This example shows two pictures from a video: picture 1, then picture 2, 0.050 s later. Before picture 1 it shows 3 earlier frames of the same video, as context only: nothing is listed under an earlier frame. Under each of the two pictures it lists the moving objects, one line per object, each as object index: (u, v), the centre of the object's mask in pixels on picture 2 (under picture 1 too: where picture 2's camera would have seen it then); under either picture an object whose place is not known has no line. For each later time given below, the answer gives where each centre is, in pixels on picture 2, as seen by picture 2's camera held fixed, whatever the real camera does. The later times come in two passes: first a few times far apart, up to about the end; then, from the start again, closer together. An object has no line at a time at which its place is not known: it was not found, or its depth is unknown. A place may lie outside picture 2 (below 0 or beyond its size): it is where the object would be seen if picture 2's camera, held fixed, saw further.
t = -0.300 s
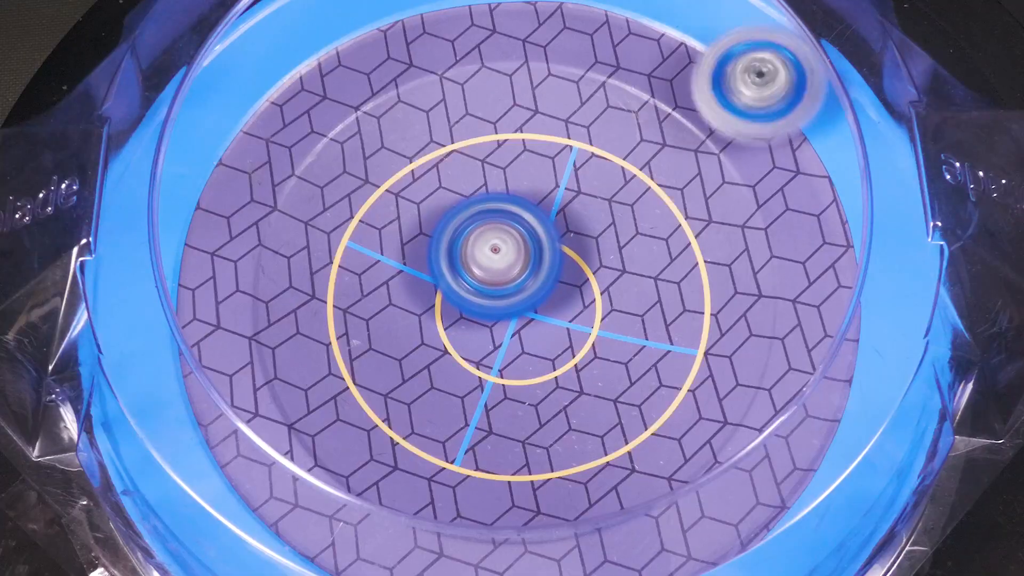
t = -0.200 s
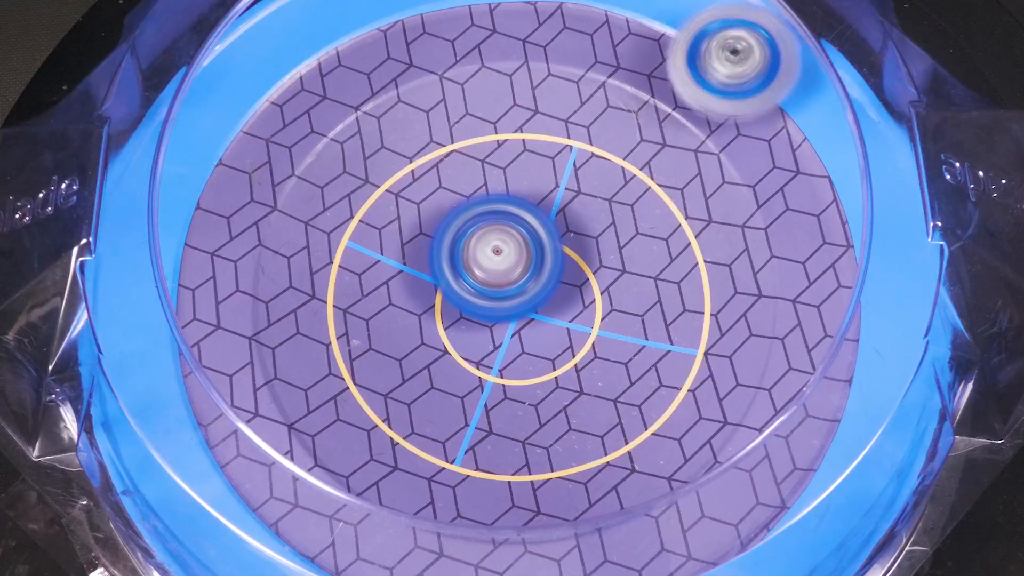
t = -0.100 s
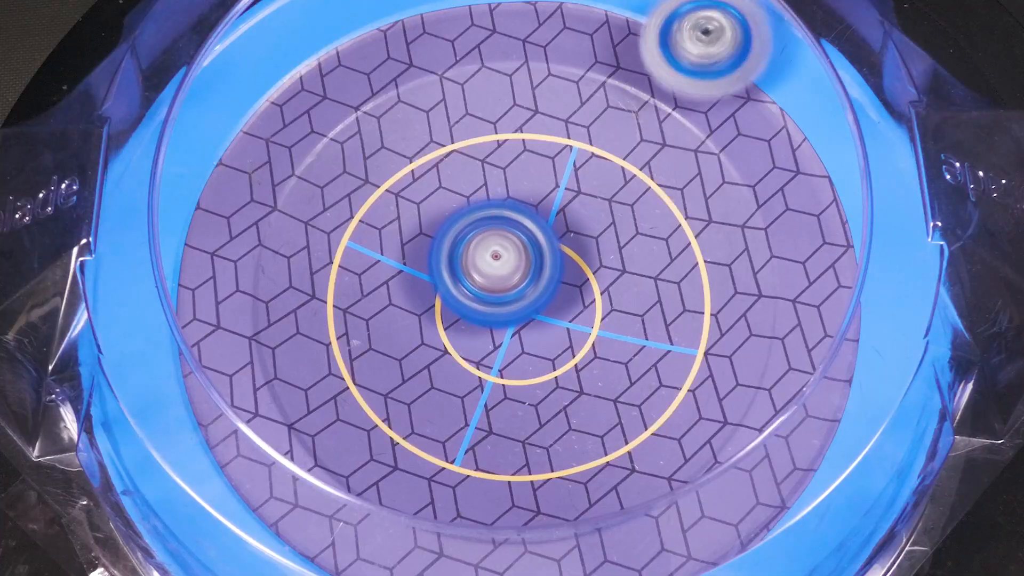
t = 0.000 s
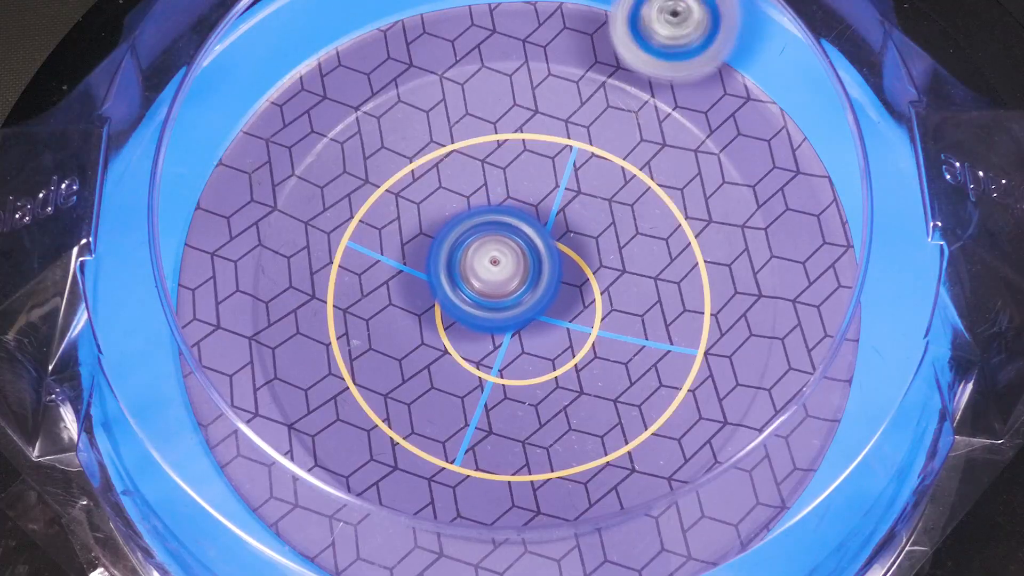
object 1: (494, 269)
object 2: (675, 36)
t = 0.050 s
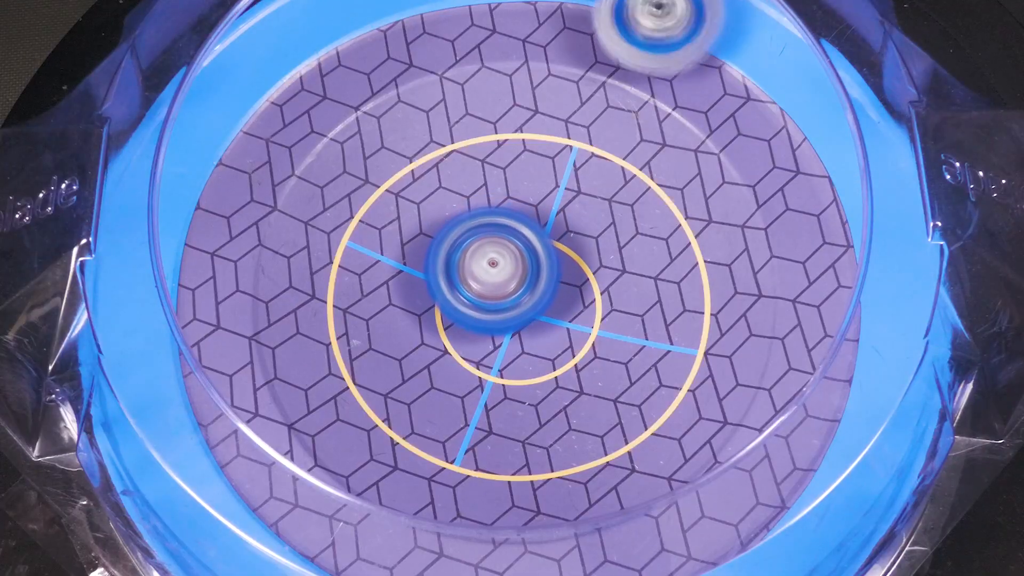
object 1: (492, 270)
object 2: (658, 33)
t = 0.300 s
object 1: (489, 274)
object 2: (581, 21)
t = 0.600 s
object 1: (488, 287)
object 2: (490, 19)
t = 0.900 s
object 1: (491, 294)
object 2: (407, 28)
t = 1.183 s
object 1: (500, 299)
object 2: (343, 45)
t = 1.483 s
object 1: (507, 306)
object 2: (304, 83)
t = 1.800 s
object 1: (516, 305)
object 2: (341, 138)
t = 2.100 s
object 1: (524, 326)
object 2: (556, 175)
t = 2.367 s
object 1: (510, 301)
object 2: (660, 286)
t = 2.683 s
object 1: (476, 227)
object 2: (630, 439)
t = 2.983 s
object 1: (538, 231)
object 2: (453, 338)
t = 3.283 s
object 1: (592, 242)
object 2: (427, 223)
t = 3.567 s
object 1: (624, 350)
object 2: (457, 109)
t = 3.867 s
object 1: (513, 359)
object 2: (567, 186)
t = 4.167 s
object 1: (399, 352)
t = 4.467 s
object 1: (399, 277)
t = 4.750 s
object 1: (416, 222)
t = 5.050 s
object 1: (384, 98)
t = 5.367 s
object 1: (457, 137)
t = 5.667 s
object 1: (494, 139)
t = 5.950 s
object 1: (537, 176)
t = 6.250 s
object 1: (565, 151)
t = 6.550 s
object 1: (567, 187)
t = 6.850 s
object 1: (546, 204)
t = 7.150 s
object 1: (528, 184)
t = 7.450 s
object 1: (493, 197)
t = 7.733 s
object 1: (479, 213)
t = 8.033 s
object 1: (371, 274)
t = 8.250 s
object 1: (370, 300)
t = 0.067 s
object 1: (492, 271)
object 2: (653, 31)
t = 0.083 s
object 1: (490, 271)
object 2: (647, 30)
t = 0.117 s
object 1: (489, 272)
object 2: (639, 29)
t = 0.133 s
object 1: (489, 272)
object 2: (633, 28)
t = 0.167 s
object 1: (488, 272)
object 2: (622, 26)
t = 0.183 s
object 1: (488, 272)
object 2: (616, 25)
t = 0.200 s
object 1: (488, 272)
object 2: (611, 24)
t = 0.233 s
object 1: (489, 272)
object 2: (600, 23)
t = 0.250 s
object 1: (489, 272)
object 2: (595, 22)
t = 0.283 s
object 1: (489, 273)
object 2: (585, 22)
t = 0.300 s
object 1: (489, 274)
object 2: (581, 21)
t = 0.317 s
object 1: (489, 274)
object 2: (574, 21)
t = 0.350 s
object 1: (490, 276)
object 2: (564, 20)
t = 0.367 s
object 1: (490, 276)
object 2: (559, 20)
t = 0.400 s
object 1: (490, 278)
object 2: (550, 20)
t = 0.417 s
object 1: (490, 279)
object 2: (545, 19)
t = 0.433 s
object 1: (490, 280)
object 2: (541, 19)
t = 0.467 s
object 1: (489, 282)
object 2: (530, 19)
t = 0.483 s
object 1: (489, 283)
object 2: (525, 19)
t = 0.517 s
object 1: (489, 284)
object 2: (513, 19)
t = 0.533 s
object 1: (488, 285)
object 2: (510, 19)
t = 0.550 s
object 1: (488, 285)
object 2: (504, 19)
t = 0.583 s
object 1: (488, 286)
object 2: (494, 19)
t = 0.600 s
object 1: (488, 287)
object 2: (490, 19)
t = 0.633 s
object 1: (488, 287)
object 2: (482, 19)
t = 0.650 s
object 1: (488, 288)
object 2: (477, 20)
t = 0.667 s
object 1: (488, 288)
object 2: (474, 20)
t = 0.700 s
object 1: (488, 289)
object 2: (464, 20)
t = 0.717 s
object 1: (488, 289)
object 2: (458, 21)
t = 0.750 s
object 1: (488, 290)
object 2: (451, 22)
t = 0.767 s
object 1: (489, 290)
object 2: (445, 22)
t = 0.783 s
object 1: (489, 290)
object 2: (439, 23)
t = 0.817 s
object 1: (489, 291)
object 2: (430, 25)
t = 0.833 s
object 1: (490, 292)
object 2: (426, 25)
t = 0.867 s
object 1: (490, 293)
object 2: (415, 27)
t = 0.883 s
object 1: (491, 293)
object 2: (411, 28)
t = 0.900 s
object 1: (491, 294)
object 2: (407, 28)
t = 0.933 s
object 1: (492, 294)
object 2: (397, 30)
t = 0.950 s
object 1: (492, 294)
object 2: (393, 31)
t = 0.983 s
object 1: (493, 295)
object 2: (384, 32)
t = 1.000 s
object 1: (494, 296)
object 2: (380, 32)
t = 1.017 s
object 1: (494, 296)
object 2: (377, 34)
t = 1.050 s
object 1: (495, 296)
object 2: (371, 35)
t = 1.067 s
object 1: (496, 297)
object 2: (366, 36)
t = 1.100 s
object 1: (497, 297)
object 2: (360, 39)
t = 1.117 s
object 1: (497, 298)
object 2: (357, 40)
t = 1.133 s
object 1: (498, 298)
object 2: (354, 40)
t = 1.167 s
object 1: (500, 299)
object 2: (346, 44)
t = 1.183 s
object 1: (500, 299)
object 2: (343, 45)
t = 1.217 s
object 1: (502, 301)
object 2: (336, 48)
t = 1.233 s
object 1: (502, 302)
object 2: (332, 49)
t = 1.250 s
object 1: (503, 302)
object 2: (329, 52)
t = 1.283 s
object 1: (504, 303)
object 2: (324, 55)
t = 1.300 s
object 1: (504, 304)
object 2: (321, 56)
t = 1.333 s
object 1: (505, 304)
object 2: (316, 62)
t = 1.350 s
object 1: (505, 304)
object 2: (315, 64)
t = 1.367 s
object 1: (505, 305)
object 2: (313, 66)
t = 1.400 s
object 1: (506, 306)
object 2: (310, 71)
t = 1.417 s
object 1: (506, 306)
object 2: (308, 74)
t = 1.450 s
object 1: (506, 306)
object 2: (306, 78)
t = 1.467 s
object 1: (506, 306)
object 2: (305, 80)
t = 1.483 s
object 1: (507, 306)
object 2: (304, 83)
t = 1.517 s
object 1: (507, 307)
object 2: (303, 89)
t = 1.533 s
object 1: (507, 307)
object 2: (302, 91)
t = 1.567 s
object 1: (508, 306)
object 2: (301, 98)
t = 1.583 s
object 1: (509, 306)
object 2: (300, 100)
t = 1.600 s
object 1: (509, 306)
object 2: (302, 103)
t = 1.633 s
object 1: (510, 306)
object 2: (302, 108)
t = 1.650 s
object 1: (511, 306)
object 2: (303, 112)
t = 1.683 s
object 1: (511, 306)
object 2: (306, 118)
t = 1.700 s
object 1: (512, 305)
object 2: (307, 121)
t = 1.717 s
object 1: (513, 305)
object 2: (309, 124)
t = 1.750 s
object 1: (515, 306)
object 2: (317, 131)
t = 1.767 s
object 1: (515, 305)
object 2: (324, 134)
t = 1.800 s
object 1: (516, 305)
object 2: (341, 138)
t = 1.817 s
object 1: (517, 305)
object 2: (351, 139)
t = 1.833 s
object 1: (518, 305)
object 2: (363, 140)
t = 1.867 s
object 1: (519, 305)
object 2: (388, 142)
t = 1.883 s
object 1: (519, 305)
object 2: (401, 141)
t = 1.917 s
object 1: (520, 305)
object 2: (429, 144)
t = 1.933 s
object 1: (520, 305)
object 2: (443, 148)
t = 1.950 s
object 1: (521, 305)
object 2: (456, 150)
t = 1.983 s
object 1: (521, 305)
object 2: (480, 157)
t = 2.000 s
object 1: (522, 305)
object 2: (495, 163)
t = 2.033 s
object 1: (523, 305)
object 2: (519, 174)
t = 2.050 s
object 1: (524, 306)
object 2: (530, 180)
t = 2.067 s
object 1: (525, 312)
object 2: (539, 178)
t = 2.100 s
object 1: (524, 326)
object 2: (556, 175)
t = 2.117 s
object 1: (522, 330)
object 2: (567, 175)
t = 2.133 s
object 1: (521, 331)
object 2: (576, 178)
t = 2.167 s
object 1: (517, 330)
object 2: (593, 185)
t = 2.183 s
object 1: (515, 329)
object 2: (601, 190)
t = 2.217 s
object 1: (512, 325)
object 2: (618, 206)
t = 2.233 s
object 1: (510, 322)
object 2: (626, 212)
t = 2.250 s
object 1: (509, 320)
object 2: (633, 220)
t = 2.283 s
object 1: (507, 314)
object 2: (644, 236)
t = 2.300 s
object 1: (507, 312)
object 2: (647, 245)
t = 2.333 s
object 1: (508, 306)
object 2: (655, 266)
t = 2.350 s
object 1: (509, 304)
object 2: (658, 275)
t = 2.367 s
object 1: (510, 301)
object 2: (660, 286)
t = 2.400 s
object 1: (513, 296)
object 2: (655, 306)
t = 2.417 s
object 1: (515, 294)
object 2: (652, 316)
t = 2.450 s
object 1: (511, 289)
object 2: (651, 336)
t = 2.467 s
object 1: (495, 283)
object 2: (666, 348)
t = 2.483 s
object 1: (481, 277)
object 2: (675, 358)
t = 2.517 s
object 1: (462, 268)
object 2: (685, 375)
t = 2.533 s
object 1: (457, 264)
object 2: (685, 384)
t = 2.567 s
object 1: (454, 255)
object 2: (682, 399)
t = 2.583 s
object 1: (455, 250)
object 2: (678, 406)
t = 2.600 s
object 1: (457, 246)
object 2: (672, 412)
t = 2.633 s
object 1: (464, 237)
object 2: (659, 423)
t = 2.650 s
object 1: (468, 234)
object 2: (650, 430)
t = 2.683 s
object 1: (476, 227)
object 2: (630, 439)
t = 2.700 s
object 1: (480, 224)
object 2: (619, 441)
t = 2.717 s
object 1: (485, 222)
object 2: (608, 442)
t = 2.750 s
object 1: (493, 219)
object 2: (584, 441)
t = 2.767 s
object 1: (498, 219)
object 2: (571, 439)
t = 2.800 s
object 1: (506, 218)
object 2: (549, 434)
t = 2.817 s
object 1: (509, 218)
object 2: (537, 427)
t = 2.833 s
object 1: (513, 219)
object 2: (526, 421)
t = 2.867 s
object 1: (520, 221)
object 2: (507, 408)
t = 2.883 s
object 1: (523, 223)
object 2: (496, 399)
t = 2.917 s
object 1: (528, 226)
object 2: (479, 378)
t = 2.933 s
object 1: (531, 229)
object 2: (473, 367)
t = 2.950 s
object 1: (533, 231)
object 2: (466, 357)
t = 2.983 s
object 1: (538, 231)
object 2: (453, 338)
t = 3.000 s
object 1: (546, 221)
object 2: (442, 340)
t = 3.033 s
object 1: (558, 202)
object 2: (425, 339)
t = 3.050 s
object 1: (564, 197)
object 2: (418, 336)
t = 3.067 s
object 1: (568, 195)
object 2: (414, 331)
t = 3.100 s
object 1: (575, 197)
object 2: (409, 318)
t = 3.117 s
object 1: (579, 199)
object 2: (407, 310)
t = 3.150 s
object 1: (585, 207)
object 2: (406, 293)
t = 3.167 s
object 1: (588, 211)
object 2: (406, 284)
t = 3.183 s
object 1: (591, 216)
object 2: (407, 275)
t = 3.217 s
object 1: (593, 225)
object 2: (411, 256)
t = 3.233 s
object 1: (594, 229)
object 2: (414, 247)
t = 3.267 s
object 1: (592, 238)
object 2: (422, 230)
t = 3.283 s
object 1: (592, 242)
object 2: (427, 223)
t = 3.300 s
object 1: (590, 246)
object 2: (432, 214)
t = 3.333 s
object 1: (587, 253)
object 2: (443, 201)
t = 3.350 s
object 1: (585, 256)
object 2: (450, 196)
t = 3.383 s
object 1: (581, 262)
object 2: (466, 186)
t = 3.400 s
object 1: (579, 265)
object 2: (474, 182)
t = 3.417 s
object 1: (594, 277)
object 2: (470, 170)
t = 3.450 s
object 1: (619, 301)
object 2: (456, 147)
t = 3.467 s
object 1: (628, 311)
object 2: (450, 138)
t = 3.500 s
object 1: (635, 327)
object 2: (446, 125)
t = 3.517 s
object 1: (635, 334)
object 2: (447, 119)
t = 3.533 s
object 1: (632, 340)
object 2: (449, 116)
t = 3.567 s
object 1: (624, 350)
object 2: (457, 109)
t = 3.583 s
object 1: (620, 354)
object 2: (462, 106)
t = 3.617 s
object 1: (608, 361)
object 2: (475, 101)
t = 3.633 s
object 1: (601, 364)
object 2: (483, 99)
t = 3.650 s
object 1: (594, 366)
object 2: (491, 98)
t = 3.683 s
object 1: (582, 369)
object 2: (507, 101)
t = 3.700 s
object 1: (575, 370)
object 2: (514, 104)
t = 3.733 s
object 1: (561, 371)
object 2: (529, 113)
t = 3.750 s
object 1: (555, 371)
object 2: (536, 119)
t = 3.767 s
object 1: (548, 370)
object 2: (542, 127)
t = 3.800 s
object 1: (535, 368)
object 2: (553, 145)
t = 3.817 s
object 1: (529, 366)
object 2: (557, 155)
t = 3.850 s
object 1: (518, 362)
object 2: (564, 176)
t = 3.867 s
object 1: (513, 359)
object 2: (567, 186)
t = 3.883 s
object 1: (509, 356)
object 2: (570, 197)
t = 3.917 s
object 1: (501, 350)
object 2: (574, 218)
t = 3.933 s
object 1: (497, 346)
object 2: (575, 229)
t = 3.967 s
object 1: (487, 346)
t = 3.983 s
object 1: (482, 345)
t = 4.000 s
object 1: (478, 344)
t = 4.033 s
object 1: (459, 350)
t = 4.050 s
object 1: (445, 358)
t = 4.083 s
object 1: (425, 365)
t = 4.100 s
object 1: (419, 366)
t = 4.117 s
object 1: (413, 363)
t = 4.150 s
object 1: (403, 356)
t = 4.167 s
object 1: (399, 352)
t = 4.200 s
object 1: (393, 342)
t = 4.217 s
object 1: (390, 338)
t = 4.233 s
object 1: (388, 333)
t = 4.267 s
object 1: (385, 323)
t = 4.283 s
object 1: (384, 319)
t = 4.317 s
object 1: (383, 310)
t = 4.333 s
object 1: (383, 306)
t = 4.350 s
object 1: (384, 301)
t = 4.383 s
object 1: (387, 294)
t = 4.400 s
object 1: (389, 290)
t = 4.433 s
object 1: (394, 283)
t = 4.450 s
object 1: (396, 280)
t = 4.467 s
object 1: (399, 277)
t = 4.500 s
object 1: (406, 272)
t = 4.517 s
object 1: (409, 270)
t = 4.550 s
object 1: (417, 266)
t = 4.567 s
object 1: (422, 264)
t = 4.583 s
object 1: (424, 262)
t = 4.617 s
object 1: (407, 247)
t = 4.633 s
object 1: (402, 242)
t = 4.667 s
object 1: (400, 234)
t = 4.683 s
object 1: (402, 231)
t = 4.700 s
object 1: (405, 228)
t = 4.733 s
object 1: (412, 224)
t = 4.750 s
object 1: (416, 222)
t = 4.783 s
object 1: (414, 214)
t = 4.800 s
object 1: (396, 195)
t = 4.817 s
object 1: (376, 177)
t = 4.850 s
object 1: (350, 149)
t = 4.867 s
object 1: (341, 138)
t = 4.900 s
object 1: (332, 122)
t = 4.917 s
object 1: (332, 117)
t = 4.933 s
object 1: (337, 112)
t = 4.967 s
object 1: (348, 104)
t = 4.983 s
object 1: (355, 103)
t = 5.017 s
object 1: (371, 99)
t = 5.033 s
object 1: (378, 99)
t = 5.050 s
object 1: (384, 98)
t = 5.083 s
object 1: (395, 99)
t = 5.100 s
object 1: (400, 99)
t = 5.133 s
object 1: (408, 102)
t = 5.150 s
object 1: (411, 103)
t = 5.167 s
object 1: (415, 104)
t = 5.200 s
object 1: (422, 108)
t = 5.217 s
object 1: (425, 110)
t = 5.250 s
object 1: (432, 115)
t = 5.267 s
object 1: (437, 118)
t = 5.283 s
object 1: (440, 120)
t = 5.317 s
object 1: (447, 127)
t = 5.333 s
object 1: (451, 130)
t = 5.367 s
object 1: (457, 137)
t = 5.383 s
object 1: (461, 140)
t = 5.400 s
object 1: (464, 145)
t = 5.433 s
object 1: (471, 153)
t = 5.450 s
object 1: (471, 148)
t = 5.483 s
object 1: (468, 127)
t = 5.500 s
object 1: (468, 119)
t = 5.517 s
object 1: (469, 116)
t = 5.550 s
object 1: (472, 116)
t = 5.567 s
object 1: (475, 119)
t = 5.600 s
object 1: (482, 125)
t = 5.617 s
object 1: (485, 128)
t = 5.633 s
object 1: (488, 131)
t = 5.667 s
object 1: (494, 139)
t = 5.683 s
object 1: (497, 142)
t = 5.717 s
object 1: (503, 150)
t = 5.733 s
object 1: (507, 154)
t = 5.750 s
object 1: (509, 158)
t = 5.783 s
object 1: (515, 167)
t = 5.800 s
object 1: (517, 172)
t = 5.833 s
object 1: (522, 182)
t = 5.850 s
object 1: (524, 184)
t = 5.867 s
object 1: (527, 179)
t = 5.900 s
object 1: (531, 172)
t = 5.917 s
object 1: (533, 171)
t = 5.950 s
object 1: (537, 176)
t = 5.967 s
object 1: (540, 179)
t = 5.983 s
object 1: (542, 183)
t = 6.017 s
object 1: (546, 189)
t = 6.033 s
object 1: (547, 179)
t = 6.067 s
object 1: (549, 156)
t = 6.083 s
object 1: (550, 149)
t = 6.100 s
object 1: (551, 144)
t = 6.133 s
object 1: (554, 141)
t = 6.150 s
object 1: (555, 142)
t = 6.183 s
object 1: (559, 144)
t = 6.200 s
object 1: (560, 145)
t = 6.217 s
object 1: (563, 147)
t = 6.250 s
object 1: (565, 151)
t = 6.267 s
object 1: (567, 153)
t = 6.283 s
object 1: (568, 155)
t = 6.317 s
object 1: (570, 161)
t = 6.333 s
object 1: (571, 164)
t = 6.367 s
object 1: (572, 169)
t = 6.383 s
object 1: (572, 172)
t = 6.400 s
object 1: (573, 175)
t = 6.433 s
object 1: (573, 182)
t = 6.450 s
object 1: (573, 185)
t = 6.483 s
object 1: (573, 192)
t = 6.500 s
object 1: (572, 195)
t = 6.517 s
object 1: (570, 193)
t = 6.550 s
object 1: (567, 187)
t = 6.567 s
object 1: (566, 187)
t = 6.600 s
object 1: (563, 189)
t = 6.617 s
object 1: (562, 191)
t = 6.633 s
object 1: (561, 192)
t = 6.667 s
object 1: (559, 188)
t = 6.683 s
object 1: (558, 189)
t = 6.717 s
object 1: (556, 191)
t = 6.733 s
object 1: (555, 192)
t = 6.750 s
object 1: (554, 194)
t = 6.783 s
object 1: (552, 198)
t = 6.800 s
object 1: (550, 200)
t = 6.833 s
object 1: (548, 204)
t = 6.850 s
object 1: (546, 204)
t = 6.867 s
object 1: (545, 205)
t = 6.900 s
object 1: (542, 209)
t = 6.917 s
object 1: (540, 212)
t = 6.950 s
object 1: (537, 217)
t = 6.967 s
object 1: (535, 219)
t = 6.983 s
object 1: (534, 211)
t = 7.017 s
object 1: (534, 190)
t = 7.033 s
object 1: (534, 184)
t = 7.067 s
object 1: (532, 179)
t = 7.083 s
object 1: (531, 179)
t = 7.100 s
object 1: (531, 180)
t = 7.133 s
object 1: (529, 182)
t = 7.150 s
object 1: (528, 184)
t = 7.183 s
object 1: (527, 188)
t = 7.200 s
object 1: (527, 190)
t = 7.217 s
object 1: (526, 193)
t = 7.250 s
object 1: (524, 199)
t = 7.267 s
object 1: (523, 201)
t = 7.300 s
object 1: (521, 206)
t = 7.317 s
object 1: (520, 210)
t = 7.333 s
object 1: (519, 212)
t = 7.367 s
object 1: (517, 219)
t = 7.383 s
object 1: (516, 222)
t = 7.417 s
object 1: (505, 211)
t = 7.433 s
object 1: (498, 203)
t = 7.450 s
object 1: (493, 197)
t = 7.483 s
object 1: (486, 191)
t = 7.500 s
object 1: (483, 191)
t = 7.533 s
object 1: (482, 192)
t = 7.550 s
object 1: (482, 193)
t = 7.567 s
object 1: (481, 194)
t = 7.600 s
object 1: (481, 197)
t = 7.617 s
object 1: (480, 199)
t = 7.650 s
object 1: (479, 203)
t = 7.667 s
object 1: (479, 205)
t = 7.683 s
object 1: (479, 207)
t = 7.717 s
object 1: (479, 211)
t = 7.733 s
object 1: (479, 213)
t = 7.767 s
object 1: (479, 218)
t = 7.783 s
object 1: (479, 220)
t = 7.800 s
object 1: (479, 223)
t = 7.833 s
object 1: (480, 229)
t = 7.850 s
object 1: (480, 231)
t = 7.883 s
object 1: (480, 238)
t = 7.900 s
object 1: (481, 241)
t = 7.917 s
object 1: (478, 245)
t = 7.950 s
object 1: (432, 256)
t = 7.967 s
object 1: (413, 259)
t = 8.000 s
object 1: (387, 268)
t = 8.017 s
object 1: (377, 271)
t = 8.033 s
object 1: (371, 274)
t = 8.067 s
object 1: (366, 278)
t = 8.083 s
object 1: (365, 280)
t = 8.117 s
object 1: (365, 284)
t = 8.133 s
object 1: (365, 286)
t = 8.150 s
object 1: (364, 287)
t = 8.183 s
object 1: (366, 291)
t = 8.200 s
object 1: (366, 294)
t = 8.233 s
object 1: (369, 298)
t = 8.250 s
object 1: (370, 300)
